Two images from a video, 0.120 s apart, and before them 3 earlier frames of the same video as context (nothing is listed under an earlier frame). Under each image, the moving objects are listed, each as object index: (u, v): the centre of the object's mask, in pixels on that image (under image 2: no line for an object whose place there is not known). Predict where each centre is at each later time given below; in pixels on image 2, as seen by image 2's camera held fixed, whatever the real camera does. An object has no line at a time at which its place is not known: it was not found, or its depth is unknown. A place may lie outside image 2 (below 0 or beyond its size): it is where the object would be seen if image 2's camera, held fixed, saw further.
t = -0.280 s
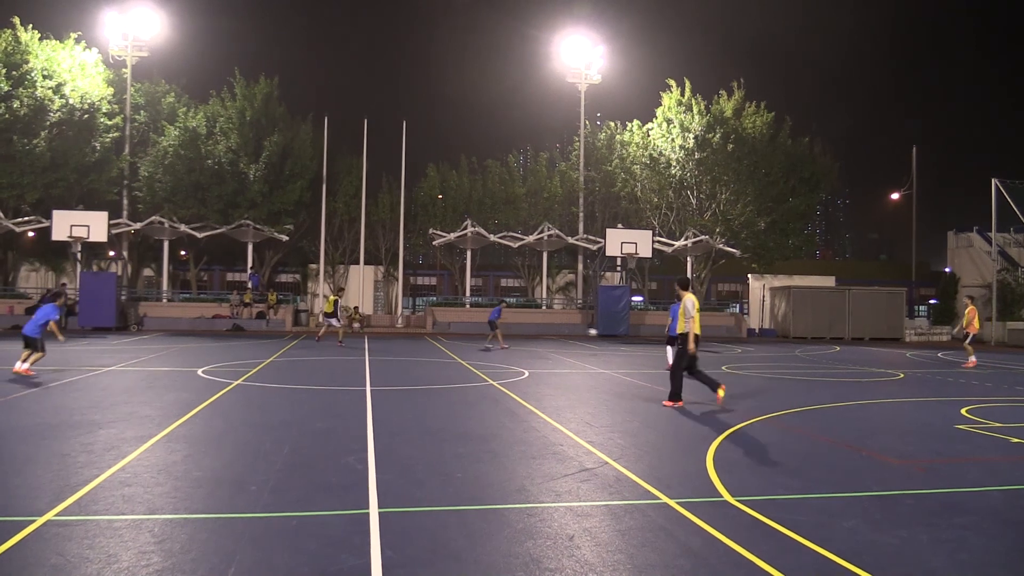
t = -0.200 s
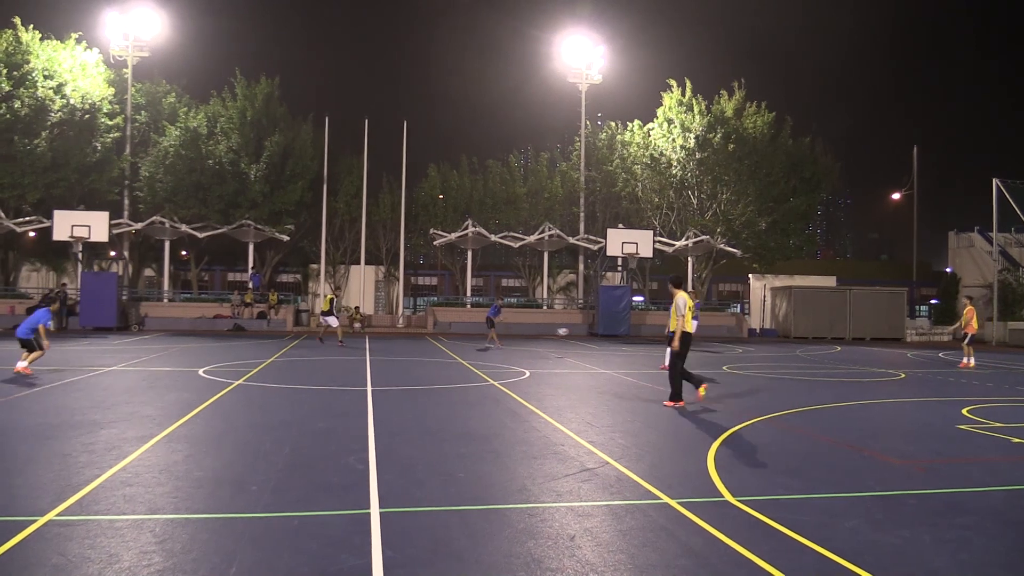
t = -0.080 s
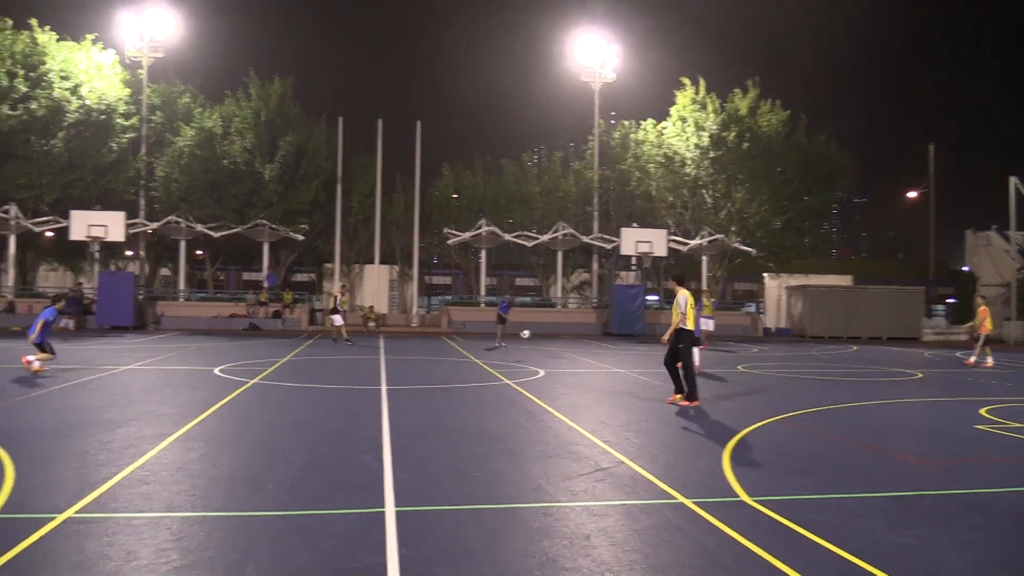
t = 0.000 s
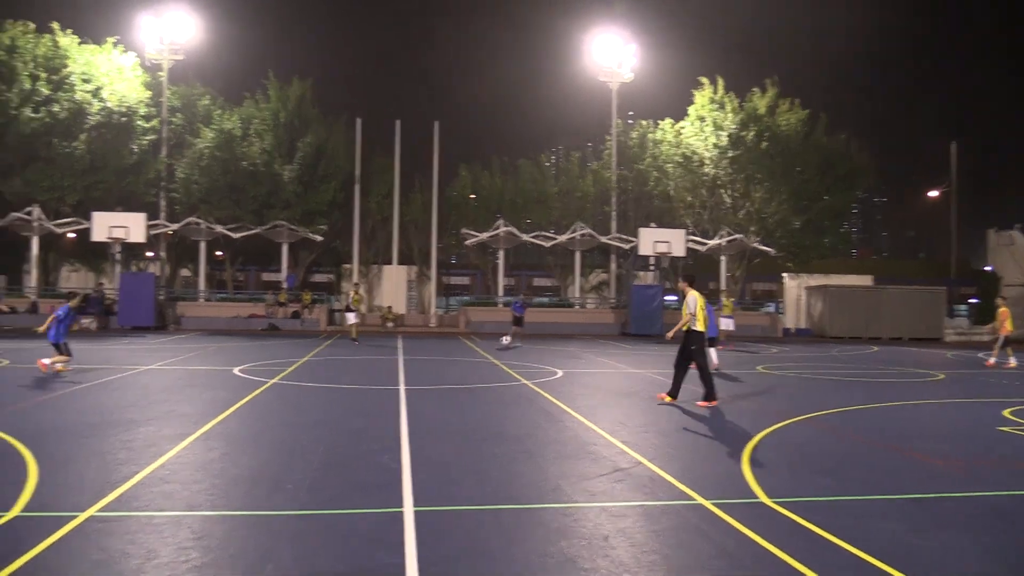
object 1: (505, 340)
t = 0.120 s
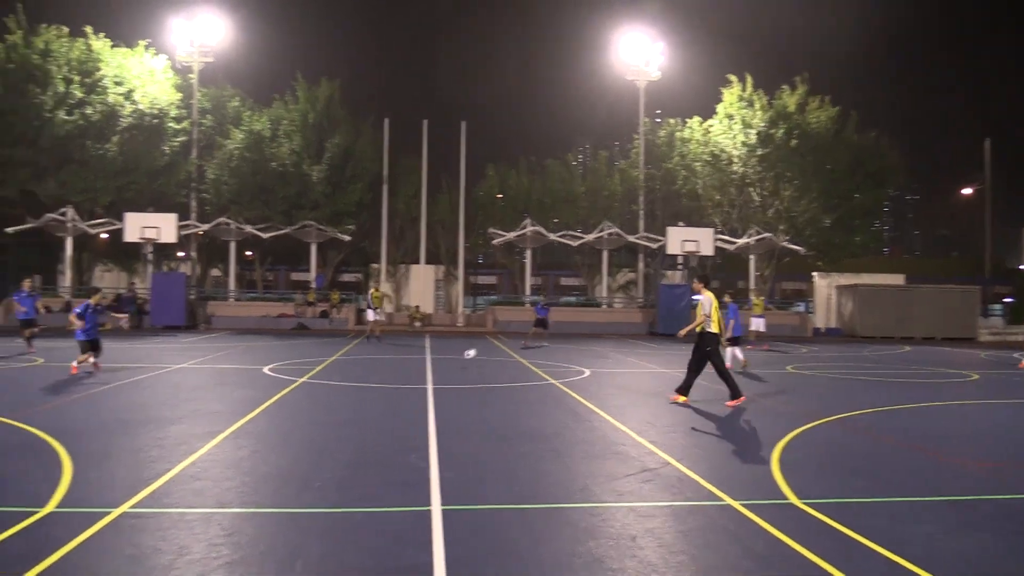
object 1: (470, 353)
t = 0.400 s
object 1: (325, 370)
